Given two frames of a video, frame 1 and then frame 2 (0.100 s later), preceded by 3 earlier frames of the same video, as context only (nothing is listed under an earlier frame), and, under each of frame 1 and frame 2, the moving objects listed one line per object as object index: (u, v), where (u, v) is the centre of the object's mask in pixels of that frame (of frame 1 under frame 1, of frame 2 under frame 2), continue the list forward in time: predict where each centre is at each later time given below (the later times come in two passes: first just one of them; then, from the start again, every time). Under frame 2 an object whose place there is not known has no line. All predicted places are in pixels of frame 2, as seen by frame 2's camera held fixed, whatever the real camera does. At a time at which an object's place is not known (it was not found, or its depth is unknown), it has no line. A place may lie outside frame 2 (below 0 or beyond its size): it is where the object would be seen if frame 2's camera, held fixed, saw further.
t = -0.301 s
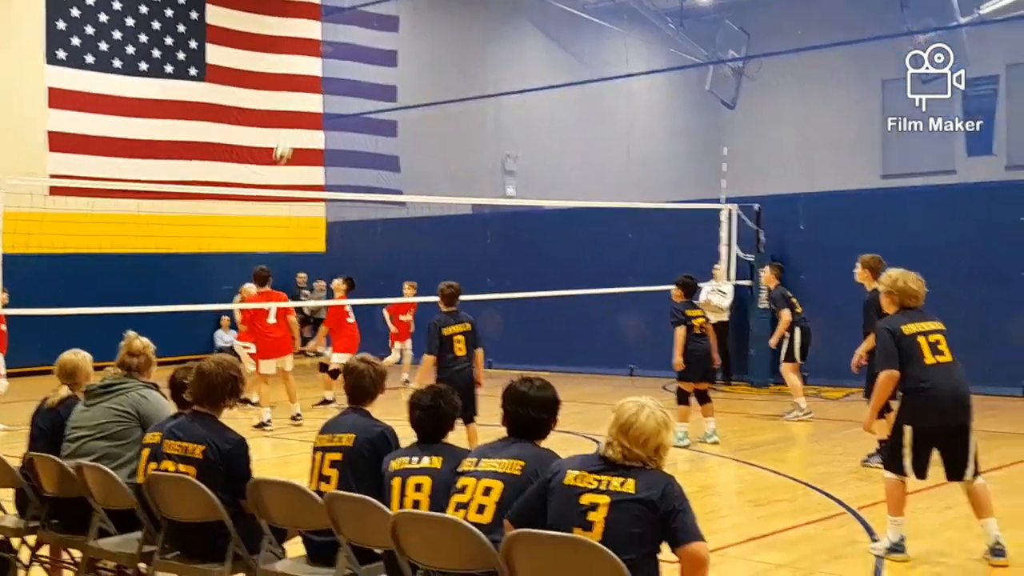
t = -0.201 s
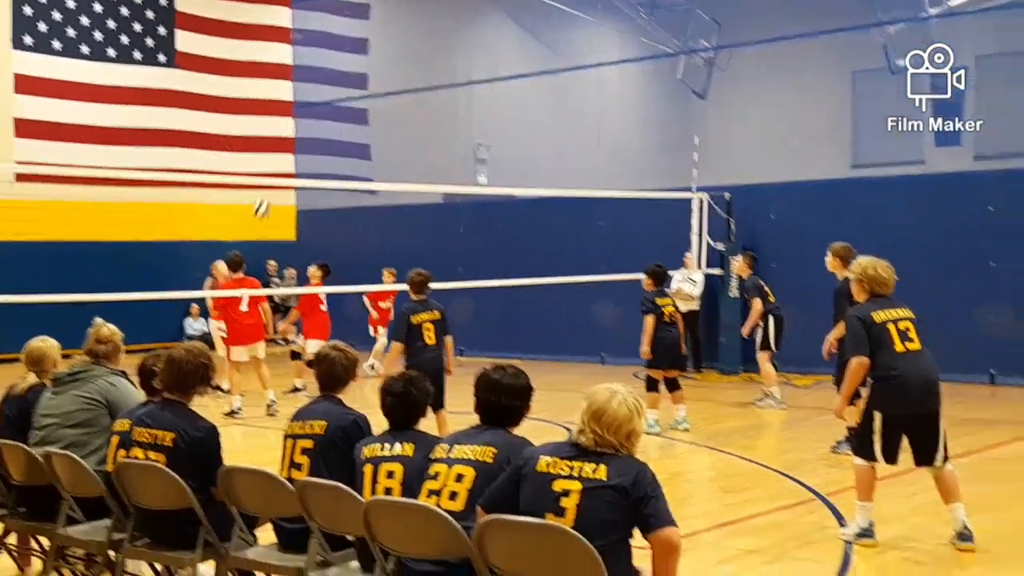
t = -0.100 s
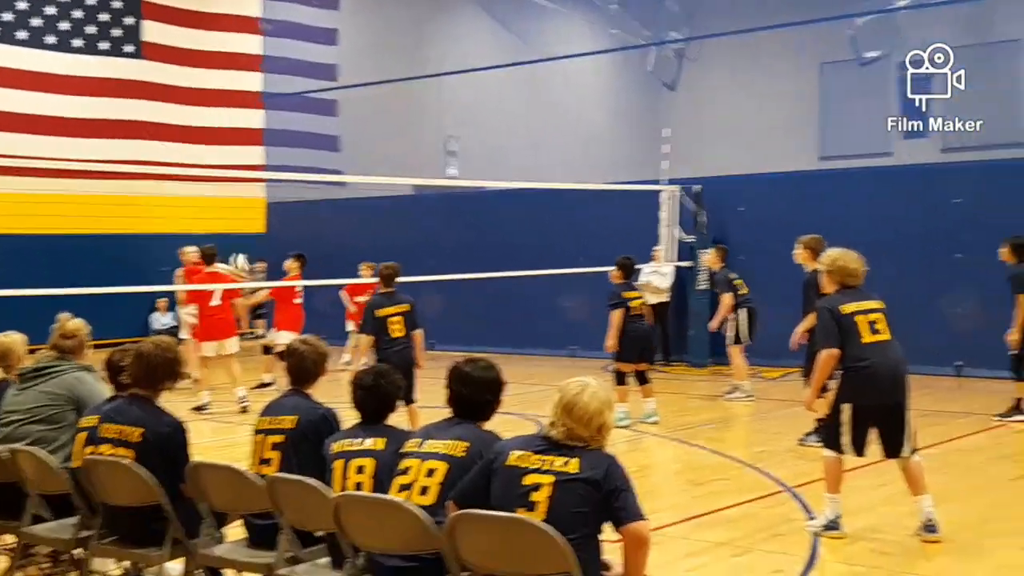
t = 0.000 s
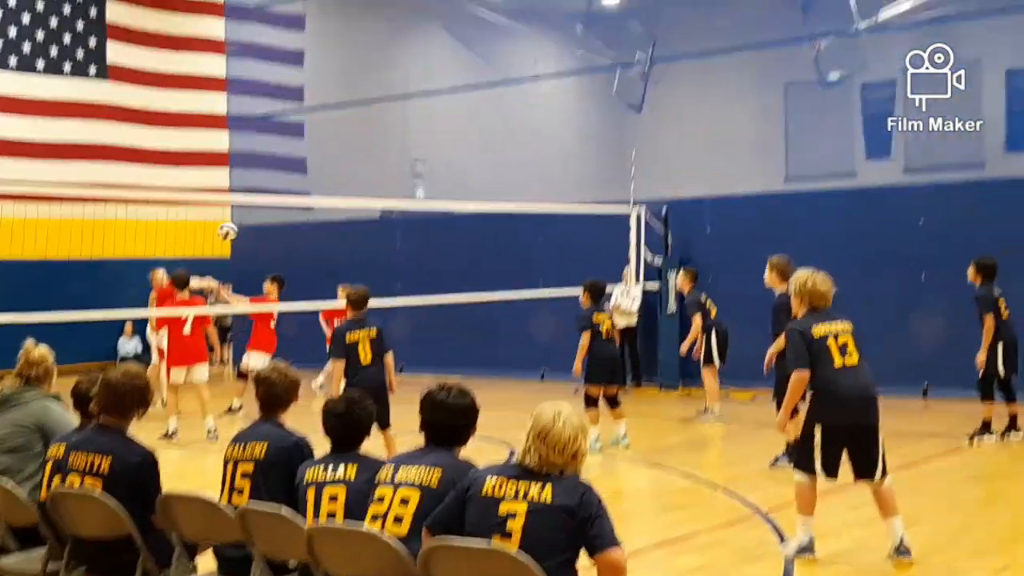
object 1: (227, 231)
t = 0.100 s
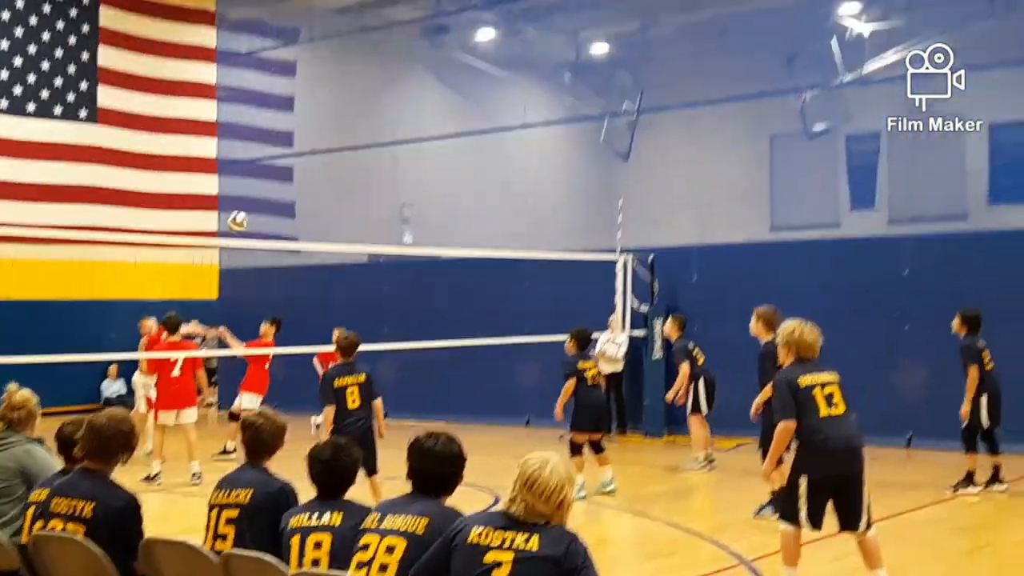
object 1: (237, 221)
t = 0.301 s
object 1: (283, 138)
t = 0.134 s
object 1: (245, 204)
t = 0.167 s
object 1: (253, 187)
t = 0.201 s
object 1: (262, 173)
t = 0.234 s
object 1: (267, 162)
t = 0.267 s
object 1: (276, 149)
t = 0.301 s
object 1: (283, 138)
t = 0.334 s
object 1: (292, 126)
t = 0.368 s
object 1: (301, 116)
